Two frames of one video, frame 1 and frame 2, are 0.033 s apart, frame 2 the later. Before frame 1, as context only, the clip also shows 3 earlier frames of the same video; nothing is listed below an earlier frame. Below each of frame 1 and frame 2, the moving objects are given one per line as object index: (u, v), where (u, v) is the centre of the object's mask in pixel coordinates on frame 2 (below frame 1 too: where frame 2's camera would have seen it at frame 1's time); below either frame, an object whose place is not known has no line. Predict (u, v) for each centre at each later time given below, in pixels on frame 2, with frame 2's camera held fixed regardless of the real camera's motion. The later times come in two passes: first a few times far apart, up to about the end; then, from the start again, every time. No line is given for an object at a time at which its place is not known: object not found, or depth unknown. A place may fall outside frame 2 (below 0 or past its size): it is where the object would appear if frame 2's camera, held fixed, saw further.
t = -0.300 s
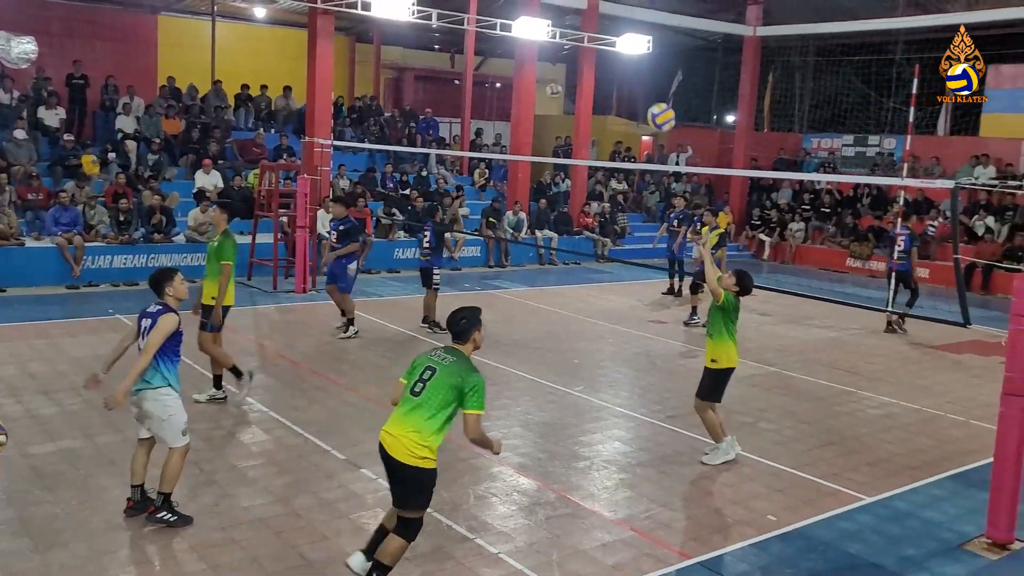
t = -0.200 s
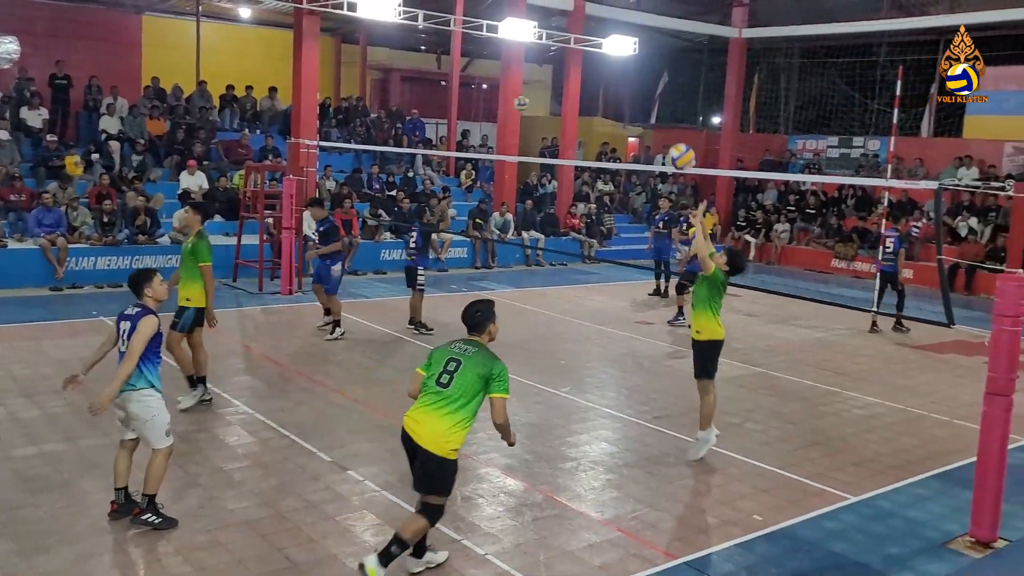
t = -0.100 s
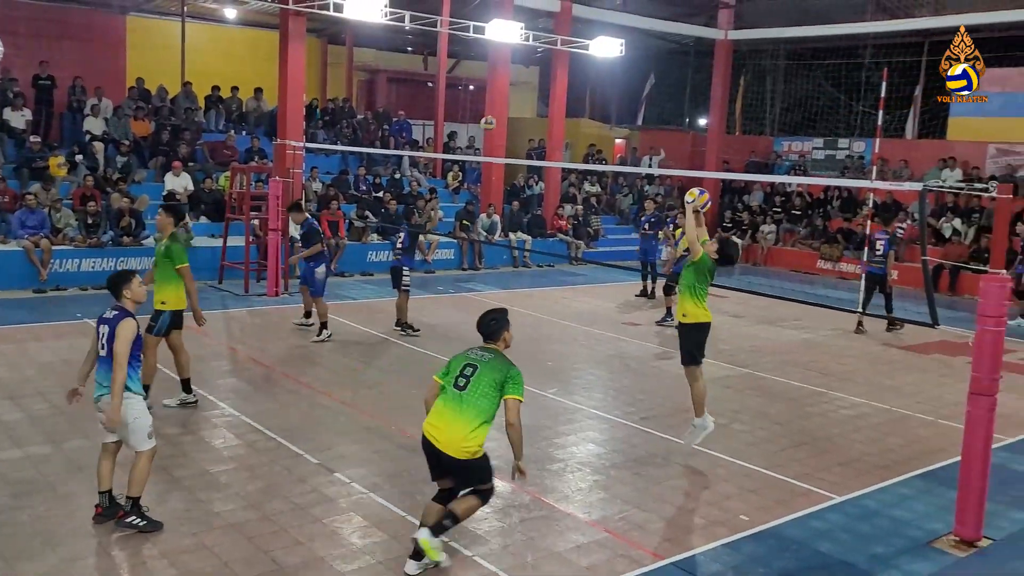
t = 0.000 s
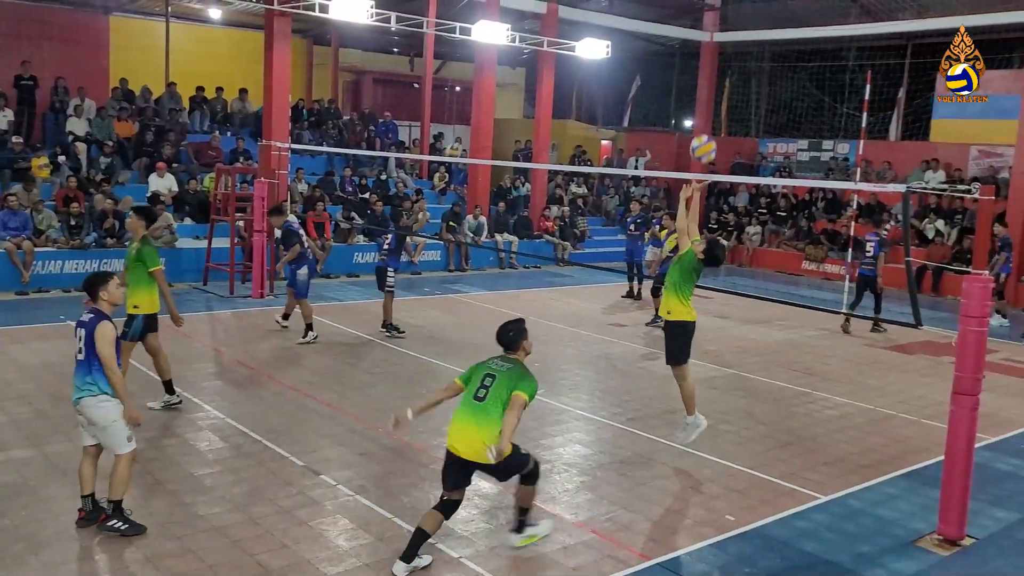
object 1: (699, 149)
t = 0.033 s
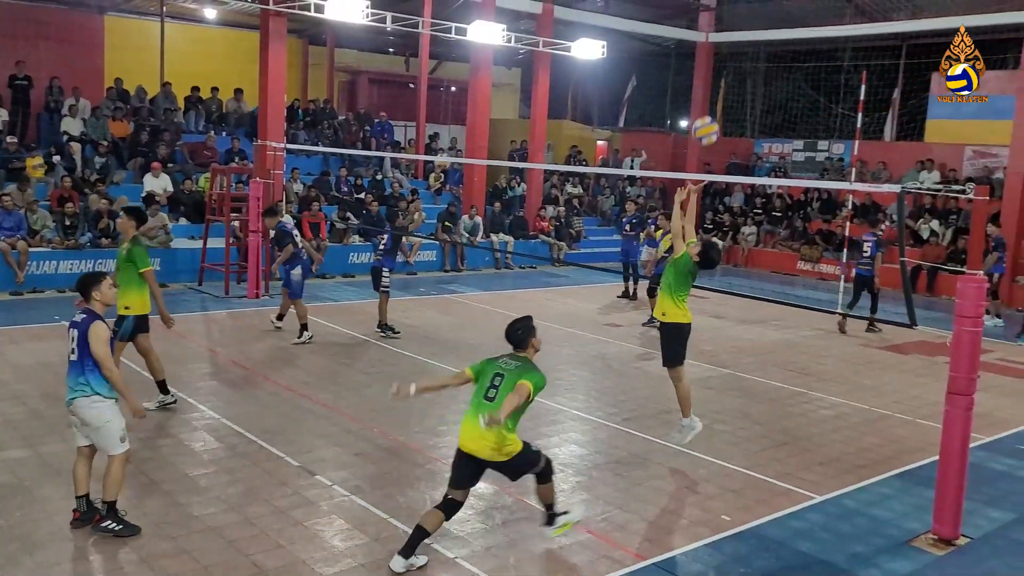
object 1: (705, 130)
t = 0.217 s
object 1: (740, 53)
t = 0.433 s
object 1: (776, 12)
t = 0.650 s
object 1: (806, 31)
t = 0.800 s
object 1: (822, 80)
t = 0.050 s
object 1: (709, 122)
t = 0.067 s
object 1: (712, 114)
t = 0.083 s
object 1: (716, 106)
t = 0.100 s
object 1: (719, 98)
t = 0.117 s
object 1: (722, 90)
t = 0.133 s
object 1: (725, 83)
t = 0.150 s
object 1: (728, 77)
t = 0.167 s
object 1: (731, 70)
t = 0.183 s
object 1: (734, 64)
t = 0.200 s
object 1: (738, 58)
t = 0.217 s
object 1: (740, 53)
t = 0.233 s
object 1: (743, 48)
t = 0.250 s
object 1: (746, 42)
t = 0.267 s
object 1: (749, 38)
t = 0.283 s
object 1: (752, 34)
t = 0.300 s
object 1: (755, 29)
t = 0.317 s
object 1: (758, 26)
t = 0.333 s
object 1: (761, 23)
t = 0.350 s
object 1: (764, 20)
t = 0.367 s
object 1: (766, 18)
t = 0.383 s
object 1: (769, 15)
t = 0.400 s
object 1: (771, 14)
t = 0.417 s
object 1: (774, 13)
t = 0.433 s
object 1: (776, 12)
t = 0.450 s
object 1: (779, 11)
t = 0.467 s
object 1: (781, 11)
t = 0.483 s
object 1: (784, 10)
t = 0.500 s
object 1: (786, 11)
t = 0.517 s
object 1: (789, 11)
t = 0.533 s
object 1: (791, 12)
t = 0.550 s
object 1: (793, 14)
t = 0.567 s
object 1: (795, 16)
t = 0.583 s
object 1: (798, 18)
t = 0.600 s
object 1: (800, 21)
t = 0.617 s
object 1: (802, 24)
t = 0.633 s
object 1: (804, 27)
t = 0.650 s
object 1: (806, 31)
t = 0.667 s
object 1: (808, 35)
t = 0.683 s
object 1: (810, 40)
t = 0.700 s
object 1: (812, 45)
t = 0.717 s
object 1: (813, 50)
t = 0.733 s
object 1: (815, 54)
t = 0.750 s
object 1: (817, 60)
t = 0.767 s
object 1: (819, 66)
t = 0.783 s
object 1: (820, 73)
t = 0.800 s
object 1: (822, 80)
